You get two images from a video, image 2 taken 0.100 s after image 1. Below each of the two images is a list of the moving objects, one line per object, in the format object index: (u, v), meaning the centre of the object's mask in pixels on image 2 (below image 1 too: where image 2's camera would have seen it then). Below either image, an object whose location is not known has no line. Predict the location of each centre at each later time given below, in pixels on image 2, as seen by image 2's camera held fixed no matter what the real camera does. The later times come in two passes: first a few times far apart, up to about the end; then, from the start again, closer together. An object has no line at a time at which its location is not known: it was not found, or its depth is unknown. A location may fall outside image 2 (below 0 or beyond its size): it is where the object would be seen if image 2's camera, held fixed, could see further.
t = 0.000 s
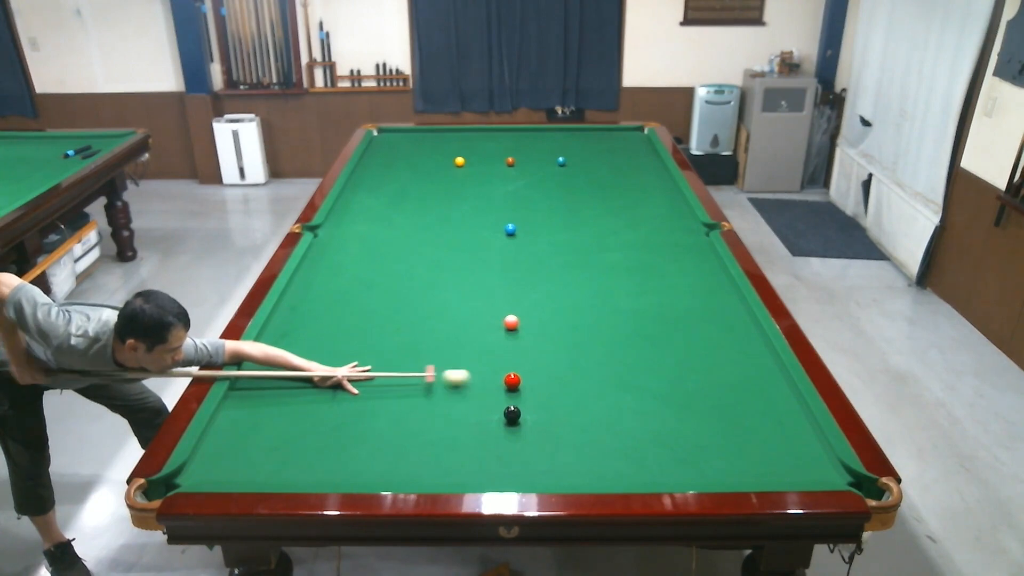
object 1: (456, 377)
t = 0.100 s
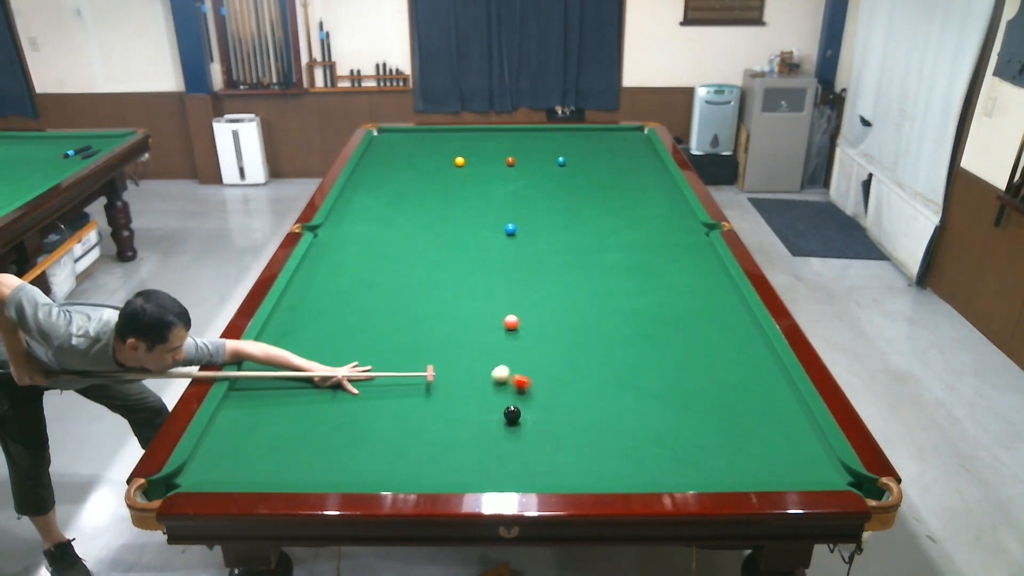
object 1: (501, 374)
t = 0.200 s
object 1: (517, 364)
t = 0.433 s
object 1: (562, 345)
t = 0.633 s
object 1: (598, 331)
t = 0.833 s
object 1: (630, 317)
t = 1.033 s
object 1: (660, 305)
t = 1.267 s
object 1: (692, 292)
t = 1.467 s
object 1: (717, 281)
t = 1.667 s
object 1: (712, 273)
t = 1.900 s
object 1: (687, 264)
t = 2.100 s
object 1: (668, 257)
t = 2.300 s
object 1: (649, 251)
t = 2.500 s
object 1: (632, 245)
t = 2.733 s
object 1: (614, 239)
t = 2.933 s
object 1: (599, 234)
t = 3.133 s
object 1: (586, 229)
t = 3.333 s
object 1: (574, 224)
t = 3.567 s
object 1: (560, 220)
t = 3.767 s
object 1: (550, 216)
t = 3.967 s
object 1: (540, 213)
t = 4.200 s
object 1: (529, 209)
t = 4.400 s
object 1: (521, 206)
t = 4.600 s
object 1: (513, 203)
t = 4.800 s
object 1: (506, 201)
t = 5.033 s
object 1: (498, 198)
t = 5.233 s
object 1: (492, 196)
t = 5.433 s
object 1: (487, 194)
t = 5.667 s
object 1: (481, 192)
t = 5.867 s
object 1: (477, 190)
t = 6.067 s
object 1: (473, 189)
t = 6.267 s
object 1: (469, 188)
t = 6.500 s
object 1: (466, 186)
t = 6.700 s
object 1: (463, 185)
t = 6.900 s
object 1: (461, 184)
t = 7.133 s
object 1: (459, 184)
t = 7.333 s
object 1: (458, 183)
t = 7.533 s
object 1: (456, 183)
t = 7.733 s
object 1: (456, 183)
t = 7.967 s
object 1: (455, 183)
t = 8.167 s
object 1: (455, 183)
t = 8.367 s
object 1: (455, 183)
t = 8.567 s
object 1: (455, 183)
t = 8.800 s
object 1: (455, 183)
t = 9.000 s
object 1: (455, 183)
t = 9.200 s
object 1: (455, 183)
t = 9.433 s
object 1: (455, 183)
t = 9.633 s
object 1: (455, 183)
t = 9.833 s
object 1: (455, 183)
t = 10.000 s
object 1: (455, 183)
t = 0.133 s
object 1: (506, 370)
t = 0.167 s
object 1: (511, 367)
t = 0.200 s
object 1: (517, 364)
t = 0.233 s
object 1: (523, 361)
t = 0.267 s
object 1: (530, 359)
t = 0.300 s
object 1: (537, 356)
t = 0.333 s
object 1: (543, 353)
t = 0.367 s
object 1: (549, 351)
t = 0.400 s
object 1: (556, 348)
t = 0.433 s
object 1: (562, 345)
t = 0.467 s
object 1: (568, 343)
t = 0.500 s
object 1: (574, 340)
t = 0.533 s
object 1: (580, 338)
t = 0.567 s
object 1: (586, 336)
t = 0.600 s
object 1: (592, 333)
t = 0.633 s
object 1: (598, 331)
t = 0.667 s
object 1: (603, 328)
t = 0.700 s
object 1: (609, 326)
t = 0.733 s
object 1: (614, 324)
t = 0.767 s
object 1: (620, 322)
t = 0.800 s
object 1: (625, 319)
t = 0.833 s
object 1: (630, 317)
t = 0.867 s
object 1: (635, 315)
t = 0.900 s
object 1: (640, 313)
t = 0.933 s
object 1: (646, 311)
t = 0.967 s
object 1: (651, 309)
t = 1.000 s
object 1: (655, 307)
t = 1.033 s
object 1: (660, 305)
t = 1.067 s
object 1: (665, 303)
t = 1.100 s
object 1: (670, 301)
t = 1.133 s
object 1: (674, 299)
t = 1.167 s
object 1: (679, 297)
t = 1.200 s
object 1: (684, 295)
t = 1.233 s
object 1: (688, 293)
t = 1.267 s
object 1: (692, 292)
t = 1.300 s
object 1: (697, 290)
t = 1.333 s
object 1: (701, 288)
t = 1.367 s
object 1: (705, 286)
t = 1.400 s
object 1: (709, 285)
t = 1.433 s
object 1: (713, 283)
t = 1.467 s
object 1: (717, 281)
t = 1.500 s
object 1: (721, 280)
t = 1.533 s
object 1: (725, 278)
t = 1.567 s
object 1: (724, 276)
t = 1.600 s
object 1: (720, 275)
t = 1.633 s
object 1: (716, 274)
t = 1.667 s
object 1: (712, 273)
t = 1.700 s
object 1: (709, 271)
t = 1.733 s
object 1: (705, 270)
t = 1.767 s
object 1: (701, 269)
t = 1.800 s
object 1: (698, 267)
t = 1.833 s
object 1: (694, 266)
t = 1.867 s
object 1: (691, 265)
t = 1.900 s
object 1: (687, 264)
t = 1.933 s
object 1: (684, 263)
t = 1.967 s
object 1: (681, 262)
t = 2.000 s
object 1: (677, 261)
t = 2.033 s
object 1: (674, 259)
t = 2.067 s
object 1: (671, 258)
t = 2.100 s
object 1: (668, 257)
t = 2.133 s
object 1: (664, 256)
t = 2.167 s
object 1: (661, 255)
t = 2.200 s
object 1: (658, 254)
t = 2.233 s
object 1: (655, 253)
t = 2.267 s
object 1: (652, 252)
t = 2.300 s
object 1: (649, 251)
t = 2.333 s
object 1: (646, 250)
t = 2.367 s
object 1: (643, 249)
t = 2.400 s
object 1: (641, 248)
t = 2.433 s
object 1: (638, 247)
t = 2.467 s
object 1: (635, 246)
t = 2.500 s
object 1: (632, 245)
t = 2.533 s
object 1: (629, 244)
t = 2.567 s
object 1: (627, 243)
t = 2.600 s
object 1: (624, 242)
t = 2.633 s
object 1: (622, 241)
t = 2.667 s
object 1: (619, 240)
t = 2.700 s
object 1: (616, 240)
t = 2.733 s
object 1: (614, 239)
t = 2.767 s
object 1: (611, 238)
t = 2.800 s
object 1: (609, 237)
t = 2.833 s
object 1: (607, 236)
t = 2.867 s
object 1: (604, 235)
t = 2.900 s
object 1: (602, 234)
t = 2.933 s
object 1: (599, 234)
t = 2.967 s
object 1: (597, 233)
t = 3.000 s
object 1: (595, 232)
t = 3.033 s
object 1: (593, 231)
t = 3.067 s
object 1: (590, 230)
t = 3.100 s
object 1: (588, 230)
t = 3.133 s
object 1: (586, 229)
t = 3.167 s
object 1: (584, 228)
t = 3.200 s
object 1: (582, 227)
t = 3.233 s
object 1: (580, 227)
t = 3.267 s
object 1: (578, 226)
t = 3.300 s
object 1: (576, 225)
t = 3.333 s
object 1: (574, 224)
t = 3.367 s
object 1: (572, 224)
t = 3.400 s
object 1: (570, 223)
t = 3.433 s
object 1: (568, 223)
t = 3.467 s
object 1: (566, 222)
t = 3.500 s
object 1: (564, 221)
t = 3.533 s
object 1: (562, 221)
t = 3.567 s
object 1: (560, 220)
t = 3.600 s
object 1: (558, 219)
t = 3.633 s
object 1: (557, 219)
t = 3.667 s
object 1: (555, 218)
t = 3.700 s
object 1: (553, 217)
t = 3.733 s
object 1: (551, 217)
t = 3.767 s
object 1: (550, 216)
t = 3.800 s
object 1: (548, 216)
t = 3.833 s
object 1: (546, 215)
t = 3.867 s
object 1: (545, 215)
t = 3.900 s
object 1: (543, 214)
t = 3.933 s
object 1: (541, 213)
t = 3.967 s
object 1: (540, 213)
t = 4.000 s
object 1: (538, 212)
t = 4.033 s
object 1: (537, 212)
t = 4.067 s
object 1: (535, 211)
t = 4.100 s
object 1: (534, 211)
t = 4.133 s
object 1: (532, 210)
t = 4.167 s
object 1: (531, 210)
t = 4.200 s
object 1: (529, 209)
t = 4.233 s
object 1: (528, 208)
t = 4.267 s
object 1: (526, 208)
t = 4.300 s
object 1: (525, 208)
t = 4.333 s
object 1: (523, 207)
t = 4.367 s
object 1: (522, 207)
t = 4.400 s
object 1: (521, 206)
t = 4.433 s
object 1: (520, 206)
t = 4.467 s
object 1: (518, 205)
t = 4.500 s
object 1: (517, 205)
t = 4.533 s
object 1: (516, 204)
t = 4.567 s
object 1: (514, 204)
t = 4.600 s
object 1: (513, 203)
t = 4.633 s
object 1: (512, 203)
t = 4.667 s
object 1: (511, 203)
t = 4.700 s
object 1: (509, 202)
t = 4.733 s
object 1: (508, 202)
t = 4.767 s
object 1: (507, 201)
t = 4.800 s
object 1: (506, 201)
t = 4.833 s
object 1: (505, 200)
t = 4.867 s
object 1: (504, 200)
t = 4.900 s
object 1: (503, 200)
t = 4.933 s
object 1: (501, 199)
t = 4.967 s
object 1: (500, 199)
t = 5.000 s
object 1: (499, 198)
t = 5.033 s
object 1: (498, 198)
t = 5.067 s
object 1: (497, 198)
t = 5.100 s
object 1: (496, 197)
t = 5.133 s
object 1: (495, 197)
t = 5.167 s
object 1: (494, 197)
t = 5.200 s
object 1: (493, 196)
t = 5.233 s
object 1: (492, 196)
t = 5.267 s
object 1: (492, 196)
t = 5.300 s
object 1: (490, 195)
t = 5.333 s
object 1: (490, 195)
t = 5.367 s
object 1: (489, 195)
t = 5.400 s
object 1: (488, 194)
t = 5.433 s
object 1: (487, 194)
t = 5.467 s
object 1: (486, 194)
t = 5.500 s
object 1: (485, 193)
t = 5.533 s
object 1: (485, 193)
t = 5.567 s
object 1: (484, 193)
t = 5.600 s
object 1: (483, 192)
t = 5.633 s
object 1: (482, 192)
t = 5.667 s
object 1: (481, 192)
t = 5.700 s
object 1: (480, 192)
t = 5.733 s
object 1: (480, 191)
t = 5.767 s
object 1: (479, 191)
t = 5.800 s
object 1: (478, 191)
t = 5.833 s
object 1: (477, 190)
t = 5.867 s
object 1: (477, 190)
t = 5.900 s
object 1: (476, 190)
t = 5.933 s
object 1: (475, 190)
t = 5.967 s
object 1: (475, 189)
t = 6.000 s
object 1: (474, 189)
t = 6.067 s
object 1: (473, 189)
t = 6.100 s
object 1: (472, 189)
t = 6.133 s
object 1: (472, 188)
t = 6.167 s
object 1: (471, 188)
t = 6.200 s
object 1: (470, 188)
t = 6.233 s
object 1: (470, 188)
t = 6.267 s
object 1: (469, 188)
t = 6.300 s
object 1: (469, 187)
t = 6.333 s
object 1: (468, 187)
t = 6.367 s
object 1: (468, 187)
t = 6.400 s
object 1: (467, 187)
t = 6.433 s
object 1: (467, 187)
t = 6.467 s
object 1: (466, 186)
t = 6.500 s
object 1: (466, 186)
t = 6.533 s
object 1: (465, 186)
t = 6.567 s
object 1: (465, 186)
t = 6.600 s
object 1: (464, 186)
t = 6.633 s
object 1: (464, 185)
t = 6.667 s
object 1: (463, 185)
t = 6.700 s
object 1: (463, 185)
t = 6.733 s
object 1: (463, 185)
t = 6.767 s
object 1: (462, 185)
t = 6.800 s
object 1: (462, 185)
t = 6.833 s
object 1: (462, 185)
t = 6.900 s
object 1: (461, 184)
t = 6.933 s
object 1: (461, 184)
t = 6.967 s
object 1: (460, 184)
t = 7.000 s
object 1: (460, 184)
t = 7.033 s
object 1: (460, 184)
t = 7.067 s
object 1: (459, 184)
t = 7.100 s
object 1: (459, 184)
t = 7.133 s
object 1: (459, 184)
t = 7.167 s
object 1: (459, 184)
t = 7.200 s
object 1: (458, 184)
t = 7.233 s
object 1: (458, 184)
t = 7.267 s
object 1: (458, 183)
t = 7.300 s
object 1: (458, 183)
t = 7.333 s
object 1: (458, 183)
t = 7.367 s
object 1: (457, 183)
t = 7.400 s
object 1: (457, 183)
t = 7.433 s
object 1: (457, 183)
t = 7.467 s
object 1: (457, 183)
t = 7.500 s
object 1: (457, 183)
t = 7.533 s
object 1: (456, 183)
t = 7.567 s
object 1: (456, 183)
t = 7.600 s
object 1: (456, 183)
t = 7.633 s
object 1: (456, 183)
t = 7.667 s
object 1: (456, 183)
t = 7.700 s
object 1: (456, 183)
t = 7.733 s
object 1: (456, 183)
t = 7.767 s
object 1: (455, 183)
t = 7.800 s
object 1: (455, 183)
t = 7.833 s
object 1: (455, 183)
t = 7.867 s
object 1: (455, 183)
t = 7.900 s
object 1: (455, 183)
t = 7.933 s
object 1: (455, 183)
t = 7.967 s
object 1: (455, 183)
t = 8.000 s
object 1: (455, 183)
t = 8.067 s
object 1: (455, 183)
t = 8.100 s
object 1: (455, 183)
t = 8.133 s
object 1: (455, 183)
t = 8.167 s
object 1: (455, 183)
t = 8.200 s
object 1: (455, 183)
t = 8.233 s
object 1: (455, 183)
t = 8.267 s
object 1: (455, 183)
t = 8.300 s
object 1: (455, 183)
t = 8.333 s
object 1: (455, 183)
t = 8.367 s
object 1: (455, 183)
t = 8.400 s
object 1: (455, 183)
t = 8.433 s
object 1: (455, 183)
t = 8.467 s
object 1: (455, 183)
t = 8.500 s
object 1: (455, 183)
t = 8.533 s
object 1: (455, 183)
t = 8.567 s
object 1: (455, 183)
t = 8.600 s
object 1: (455, 183)
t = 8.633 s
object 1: (455, 183)
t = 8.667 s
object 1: (455, 183)
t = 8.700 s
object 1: (455, 183)
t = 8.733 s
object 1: (455, 183)
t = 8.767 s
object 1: (455, 183)
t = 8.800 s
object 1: (455, 183)
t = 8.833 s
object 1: (455, 183)
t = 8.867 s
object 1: (455, 183)
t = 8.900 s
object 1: (455, 183)
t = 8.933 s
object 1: (455, 183)
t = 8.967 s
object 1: (455, 183)
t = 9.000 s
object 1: (455, 183)
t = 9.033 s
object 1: (455, 183)
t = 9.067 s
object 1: (455, 183)
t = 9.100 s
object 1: (455, 183)
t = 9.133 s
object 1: (455, 183)
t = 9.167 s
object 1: (455, 183)
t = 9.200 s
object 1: (455, 183)
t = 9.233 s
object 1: (455, 183)
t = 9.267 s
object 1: (455, 183)
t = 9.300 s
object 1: (455, 183)
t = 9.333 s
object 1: (455, 183)
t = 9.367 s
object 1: (455, 183)
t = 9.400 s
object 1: (455, 183)
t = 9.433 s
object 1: (455, 183)
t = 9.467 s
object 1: (455, 183)
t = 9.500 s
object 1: (455, 183)
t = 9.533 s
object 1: (455, 183)
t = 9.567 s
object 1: (455, 183)
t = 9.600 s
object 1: (455, 183)
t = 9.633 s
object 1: (455, 183)
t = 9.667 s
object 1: (455, 183)
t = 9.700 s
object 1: (455, 183)
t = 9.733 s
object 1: (455, 183)
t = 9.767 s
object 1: (455, 183)
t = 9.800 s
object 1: (455, 183)
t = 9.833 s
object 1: (455, 183)
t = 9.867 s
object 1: (455, 183)
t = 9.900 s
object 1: (455, 183)
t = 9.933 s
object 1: (455, 183)
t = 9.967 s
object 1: (455, 183)
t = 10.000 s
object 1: (455, 183)
